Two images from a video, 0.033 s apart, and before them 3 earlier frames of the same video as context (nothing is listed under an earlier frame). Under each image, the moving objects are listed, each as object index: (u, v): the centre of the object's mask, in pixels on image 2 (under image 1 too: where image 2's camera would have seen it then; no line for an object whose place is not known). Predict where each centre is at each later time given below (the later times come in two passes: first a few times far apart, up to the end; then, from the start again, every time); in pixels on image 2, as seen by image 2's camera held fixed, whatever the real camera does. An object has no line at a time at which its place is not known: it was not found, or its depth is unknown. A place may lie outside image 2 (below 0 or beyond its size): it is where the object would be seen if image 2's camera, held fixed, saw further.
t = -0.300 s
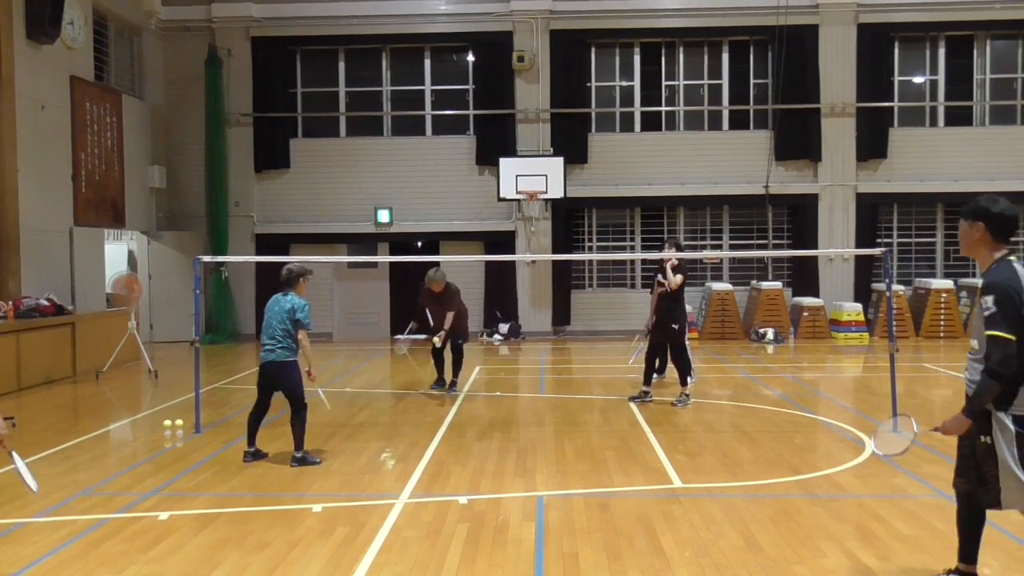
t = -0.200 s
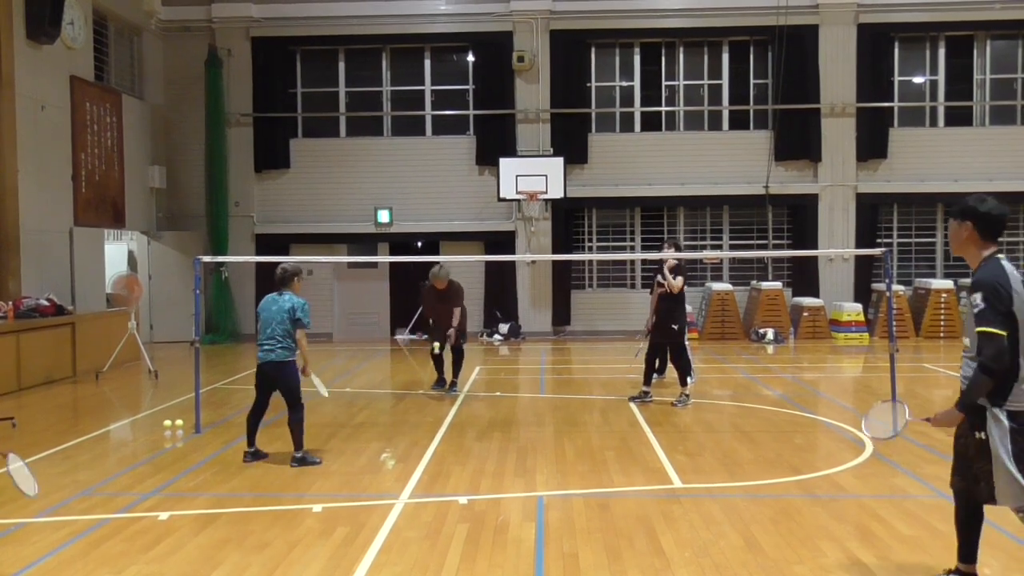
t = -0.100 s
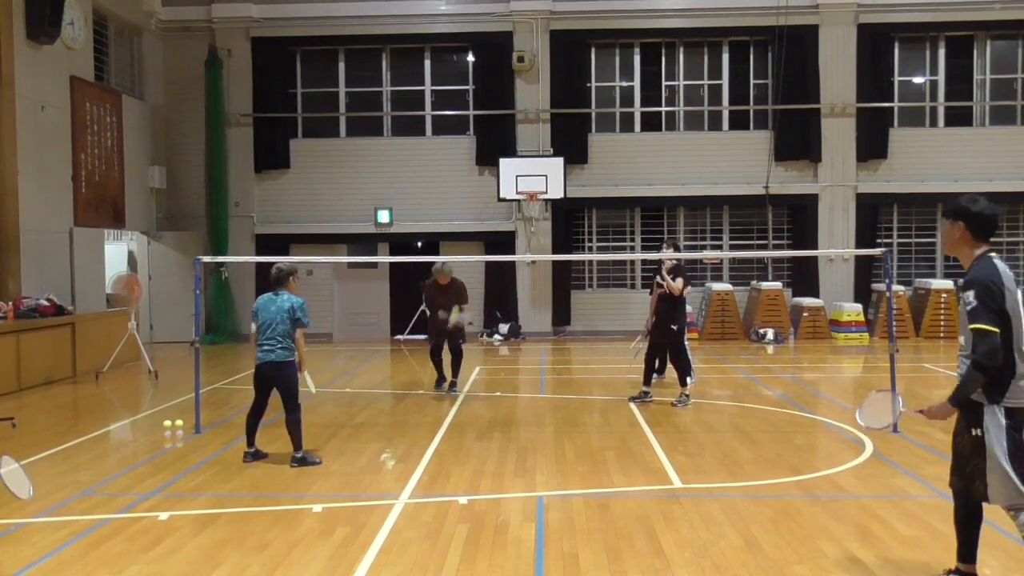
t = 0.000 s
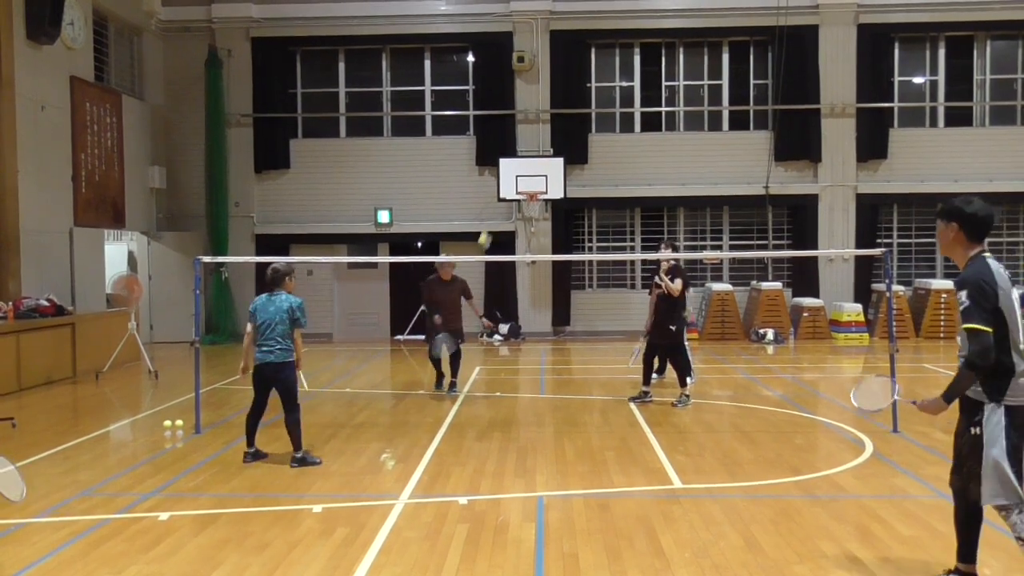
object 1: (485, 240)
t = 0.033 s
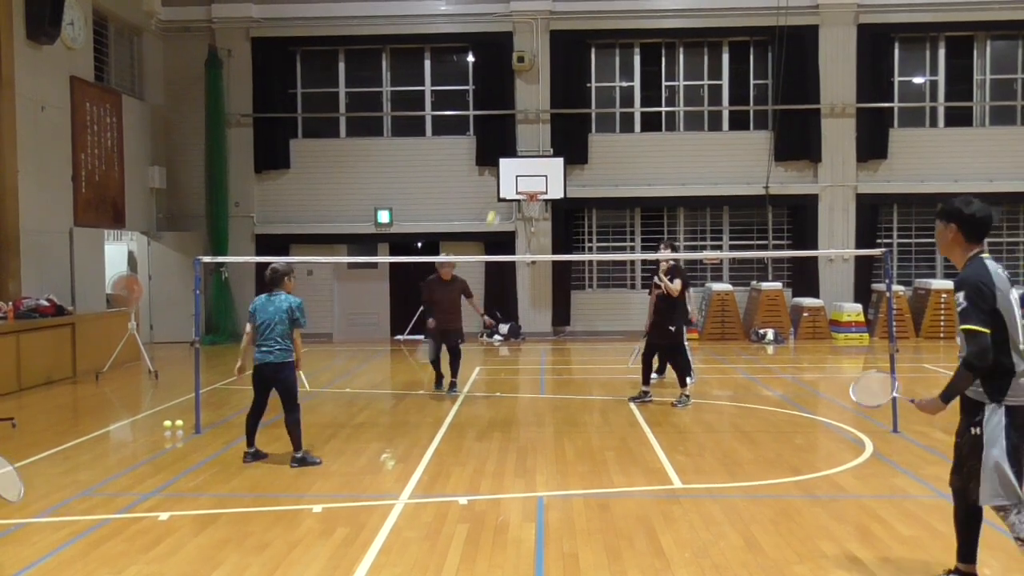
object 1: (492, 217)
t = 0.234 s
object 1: (534, 134)
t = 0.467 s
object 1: (587, 109)
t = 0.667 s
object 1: (639, 143)
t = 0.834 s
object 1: (679, 215)
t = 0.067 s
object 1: (499, 199)
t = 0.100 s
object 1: (507, 185)
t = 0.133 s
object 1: (514, 169)
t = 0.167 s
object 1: (520, 154)
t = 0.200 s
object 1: (527, 144)
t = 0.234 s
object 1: (534, 134)
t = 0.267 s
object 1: (541, 126)
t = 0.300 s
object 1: (548, 119)
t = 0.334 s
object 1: (556, 114)
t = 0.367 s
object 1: (563, 110)
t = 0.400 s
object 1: (571, 108)
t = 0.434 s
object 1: (579, 108)
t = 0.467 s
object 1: (587, 109)
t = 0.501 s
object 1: (595, 111)
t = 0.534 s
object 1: (604, 114)
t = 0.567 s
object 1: (613, 119)
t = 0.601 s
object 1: (621, 126)
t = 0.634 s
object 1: (630, 134)
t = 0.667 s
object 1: (639, 143)
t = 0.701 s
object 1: (647, 154)
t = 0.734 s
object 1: (656, 166)
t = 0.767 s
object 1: (663, 180)
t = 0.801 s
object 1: (671, 199)
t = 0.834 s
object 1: (679, 215)
